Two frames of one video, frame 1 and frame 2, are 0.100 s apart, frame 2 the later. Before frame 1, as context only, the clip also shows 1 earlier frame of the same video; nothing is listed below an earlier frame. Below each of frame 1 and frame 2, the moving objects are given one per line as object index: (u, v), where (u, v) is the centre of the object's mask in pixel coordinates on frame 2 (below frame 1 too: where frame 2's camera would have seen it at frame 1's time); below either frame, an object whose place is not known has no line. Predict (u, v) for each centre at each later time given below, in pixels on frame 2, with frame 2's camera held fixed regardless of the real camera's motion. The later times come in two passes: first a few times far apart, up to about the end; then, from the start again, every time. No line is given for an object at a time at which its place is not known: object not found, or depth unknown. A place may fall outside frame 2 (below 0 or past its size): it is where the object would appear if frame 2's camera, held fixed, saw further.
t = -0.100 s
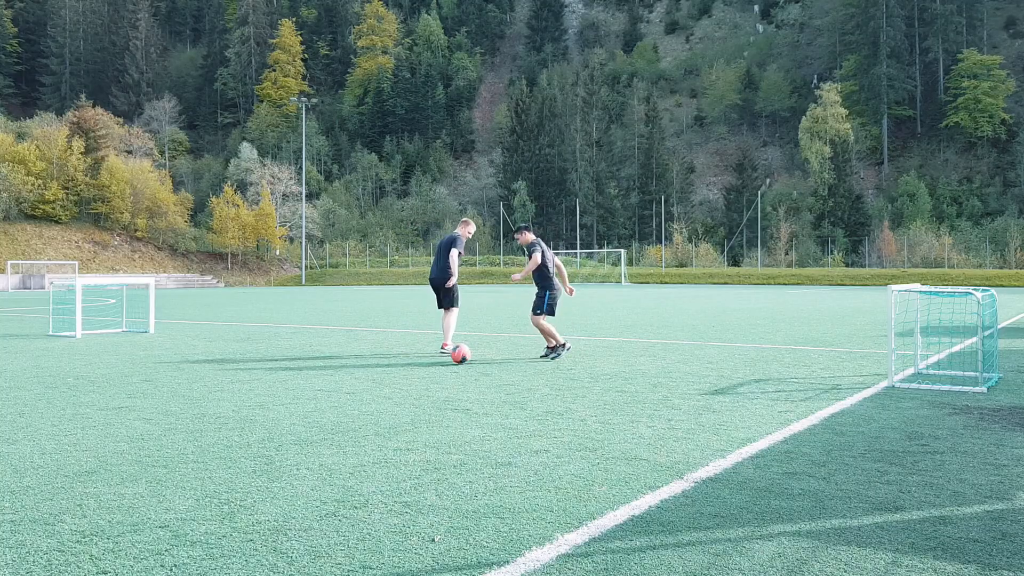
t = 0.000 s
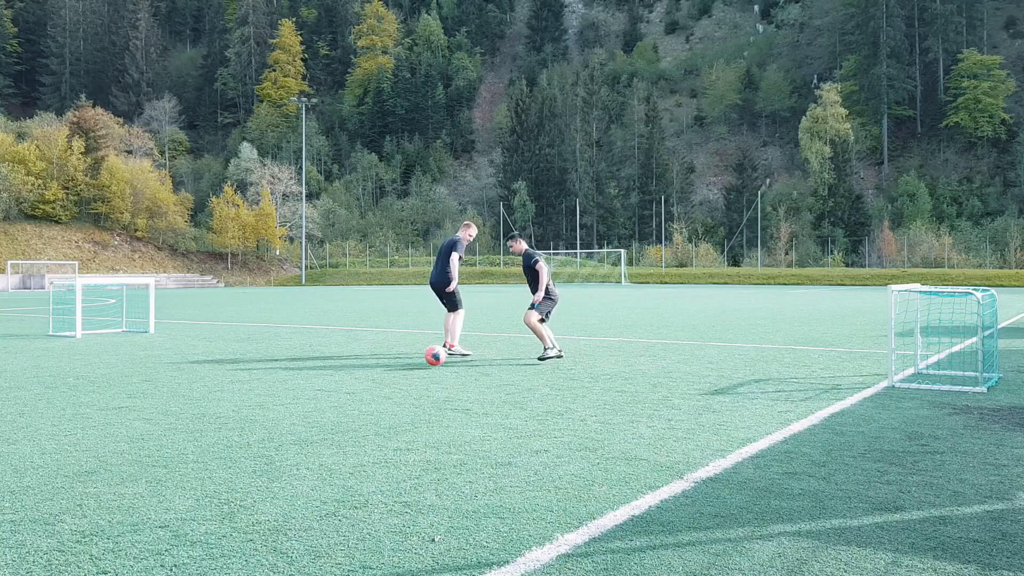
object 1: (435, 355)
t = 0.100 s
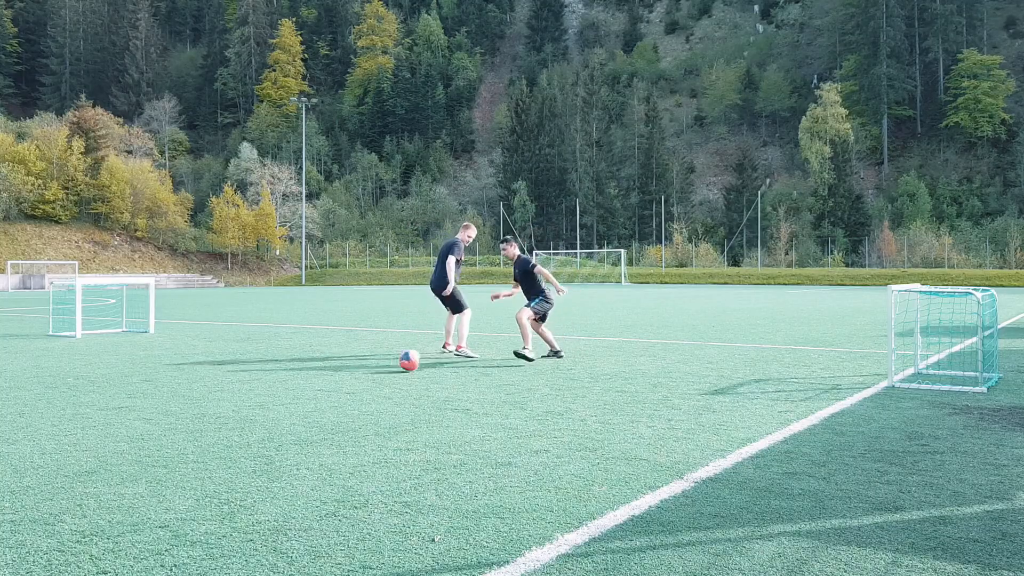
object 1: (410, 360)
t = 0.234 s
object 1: (379, 363)
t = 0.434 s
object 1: (337, 368)
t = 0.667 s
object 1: (284, 377)
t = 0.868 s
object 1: (233, 384)
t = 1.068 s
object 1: (179, 389)
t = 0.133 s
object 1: (402, 360)
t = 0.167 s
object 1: (394, 362)
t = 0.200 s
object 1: (386, 364)
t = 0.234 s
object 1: (379, 363)
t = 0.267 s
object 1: (373, 363)
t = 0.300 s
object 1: (366, 364)
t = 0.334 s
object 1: (359, 365)
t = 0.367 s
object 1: (352, 368)
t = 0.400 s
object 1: (345, 368)
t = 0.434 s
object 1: (337, 368)
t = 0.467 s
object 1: (330, 370)
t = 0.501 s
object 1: (323, 372)
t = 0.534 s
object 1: (315, 371)
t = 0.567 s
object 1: (307, 371)
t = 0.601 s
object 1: (300, 373)
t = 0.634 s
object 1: (292, 375)
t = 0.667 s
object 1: (284, 377)
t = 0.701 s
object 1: (275, 377)
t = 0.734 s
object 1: (267, 379)
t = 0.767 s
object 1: (259, 379)
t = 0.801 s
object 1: (250, 379)
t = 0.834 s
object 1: (242, 381)
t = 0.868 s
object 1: (233, 384)
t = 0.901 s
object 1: (224, 384)
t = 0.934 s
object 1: (216, 384)
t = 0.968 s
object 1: (207, 386)
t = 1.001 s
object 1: (198, 388)
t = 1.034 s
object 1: (188, 387)
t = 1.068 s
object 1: (179, 389)
